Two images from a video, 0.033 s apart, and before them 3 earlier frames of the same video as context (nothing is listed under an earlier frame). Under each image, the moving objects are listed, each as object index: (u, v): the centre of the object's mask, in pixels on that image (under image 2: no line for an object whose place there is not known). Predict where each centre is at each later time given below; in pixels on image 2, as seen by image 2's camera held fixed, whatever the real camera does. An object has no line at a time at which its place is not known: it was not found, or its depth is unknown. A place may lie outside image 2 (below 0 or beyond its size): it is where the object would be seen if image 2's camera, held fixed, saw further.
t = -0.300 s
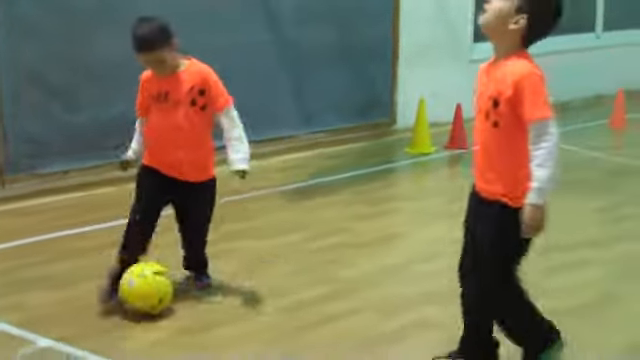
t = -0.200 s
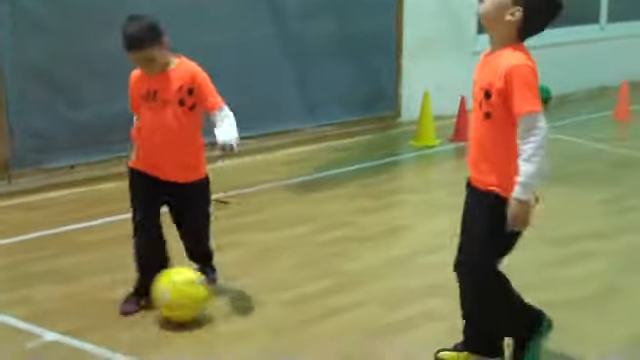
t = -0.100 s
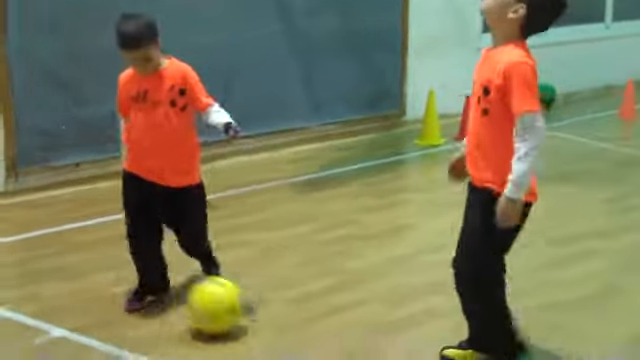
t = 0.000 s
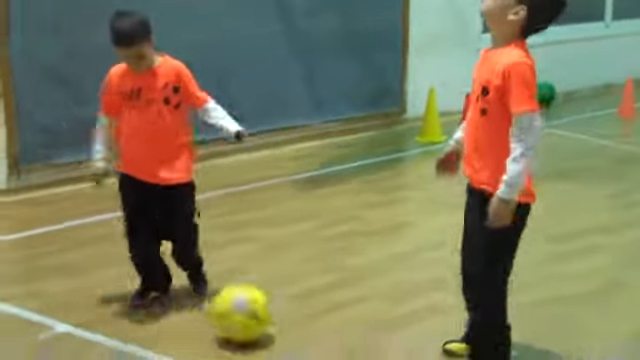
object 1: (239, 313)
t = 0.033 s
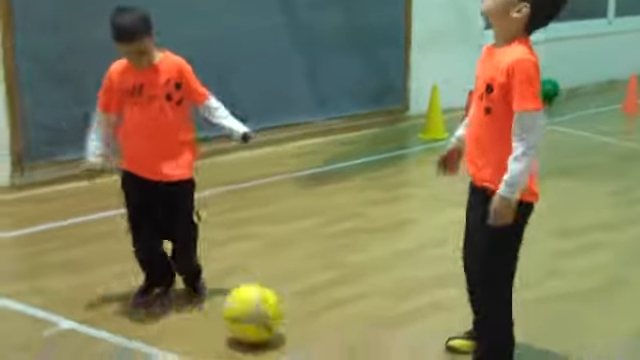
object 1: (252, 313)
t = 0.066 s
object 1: (258, 318)
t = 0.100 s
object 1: (264, 321)
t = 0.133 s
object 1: (273, 324)
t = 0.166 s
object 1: (280, 329)
